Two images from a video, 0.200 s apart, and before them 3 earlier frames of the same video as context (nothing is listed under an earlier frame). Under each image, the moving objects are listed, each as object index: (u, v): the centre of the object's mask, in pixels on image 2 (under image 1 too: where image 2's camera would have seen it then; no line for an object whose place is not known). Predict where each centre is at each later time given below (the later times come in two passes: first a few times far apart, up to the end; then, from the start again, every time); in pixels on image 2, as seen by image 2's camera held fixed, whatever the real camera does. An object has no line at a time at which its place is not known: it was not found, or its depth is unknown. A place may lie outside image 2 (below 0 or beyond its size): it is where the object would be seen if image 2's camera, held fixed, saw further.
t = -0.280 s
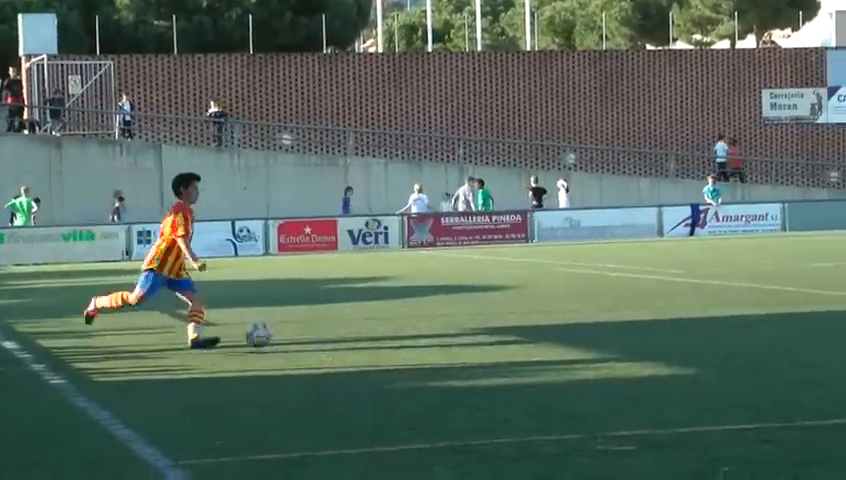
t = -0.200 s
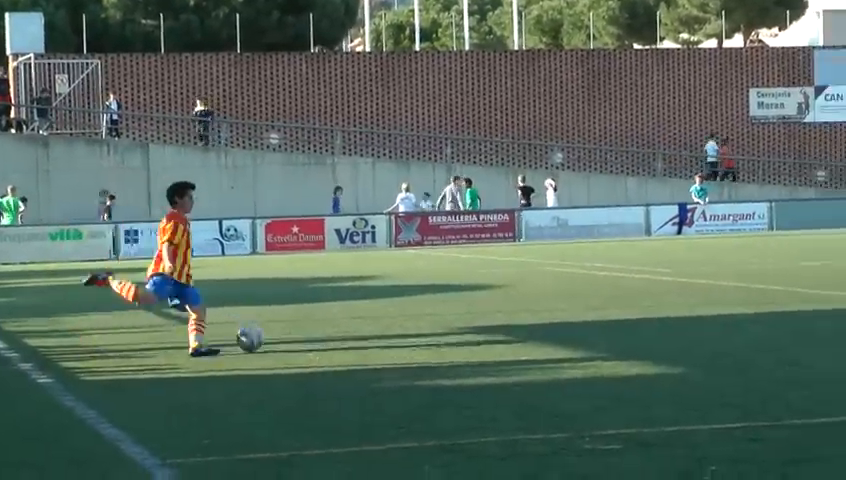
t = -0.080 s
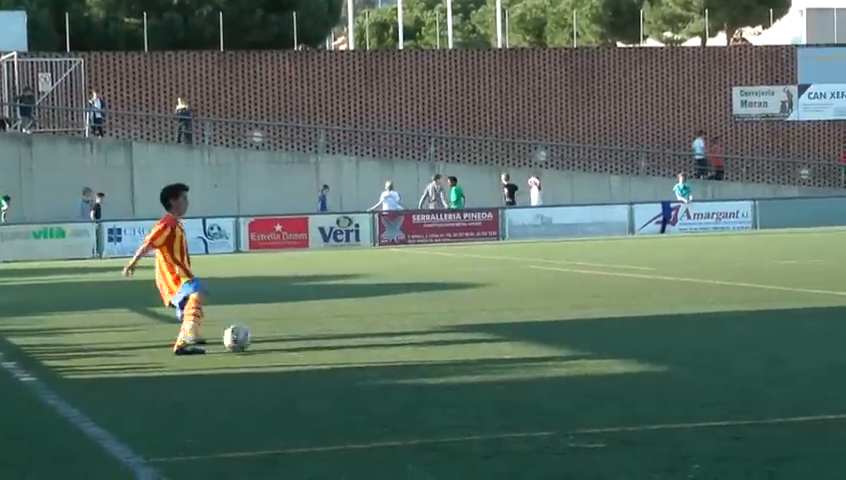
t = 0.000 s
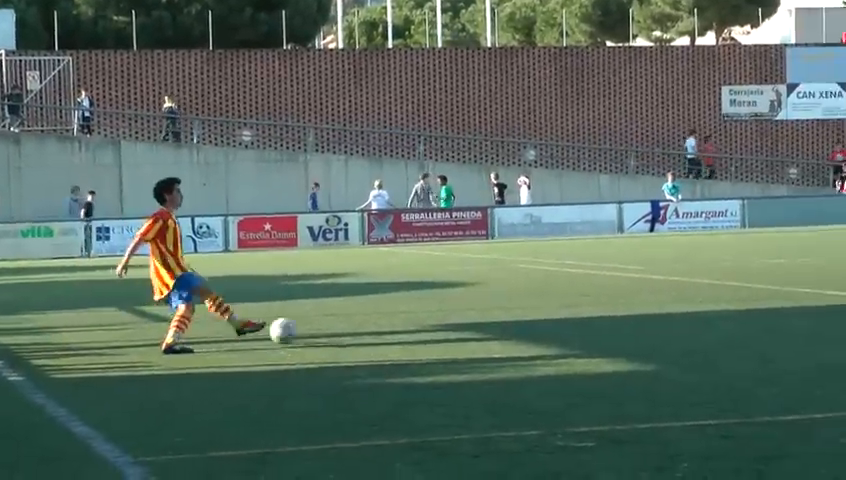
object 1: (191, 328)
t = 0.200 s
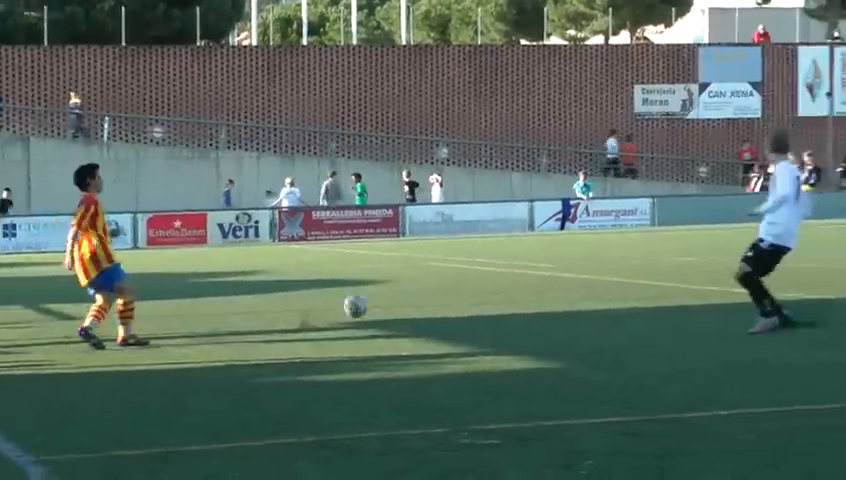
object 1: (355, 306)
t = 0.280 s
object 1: (404, 302)
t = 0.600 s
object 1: (548, 280)
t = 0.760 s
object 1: (598, 277)
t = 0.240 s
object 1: (379, 303)
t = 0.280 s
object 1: (404, 302)
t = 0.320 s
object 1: (427, 297)
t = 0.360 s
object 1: (448, 292)
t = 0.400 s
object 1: (467, 290)
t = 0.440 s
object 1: (486, 290)
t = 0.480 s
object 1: (504, 289)
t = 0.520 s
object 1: (519, 284)
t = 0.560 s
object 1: (534, 282)
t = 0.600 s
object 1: (548, 280)
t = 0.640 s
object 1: (562, 282)
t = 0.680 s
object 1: (575, 279)
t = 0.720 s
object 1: (587, 277)
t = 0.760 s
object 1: (598, 277)
